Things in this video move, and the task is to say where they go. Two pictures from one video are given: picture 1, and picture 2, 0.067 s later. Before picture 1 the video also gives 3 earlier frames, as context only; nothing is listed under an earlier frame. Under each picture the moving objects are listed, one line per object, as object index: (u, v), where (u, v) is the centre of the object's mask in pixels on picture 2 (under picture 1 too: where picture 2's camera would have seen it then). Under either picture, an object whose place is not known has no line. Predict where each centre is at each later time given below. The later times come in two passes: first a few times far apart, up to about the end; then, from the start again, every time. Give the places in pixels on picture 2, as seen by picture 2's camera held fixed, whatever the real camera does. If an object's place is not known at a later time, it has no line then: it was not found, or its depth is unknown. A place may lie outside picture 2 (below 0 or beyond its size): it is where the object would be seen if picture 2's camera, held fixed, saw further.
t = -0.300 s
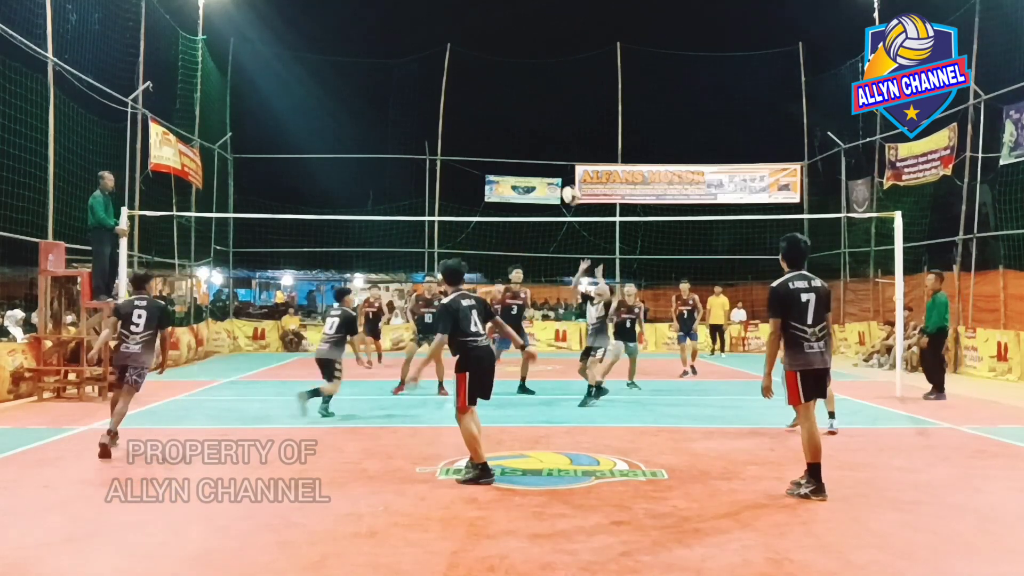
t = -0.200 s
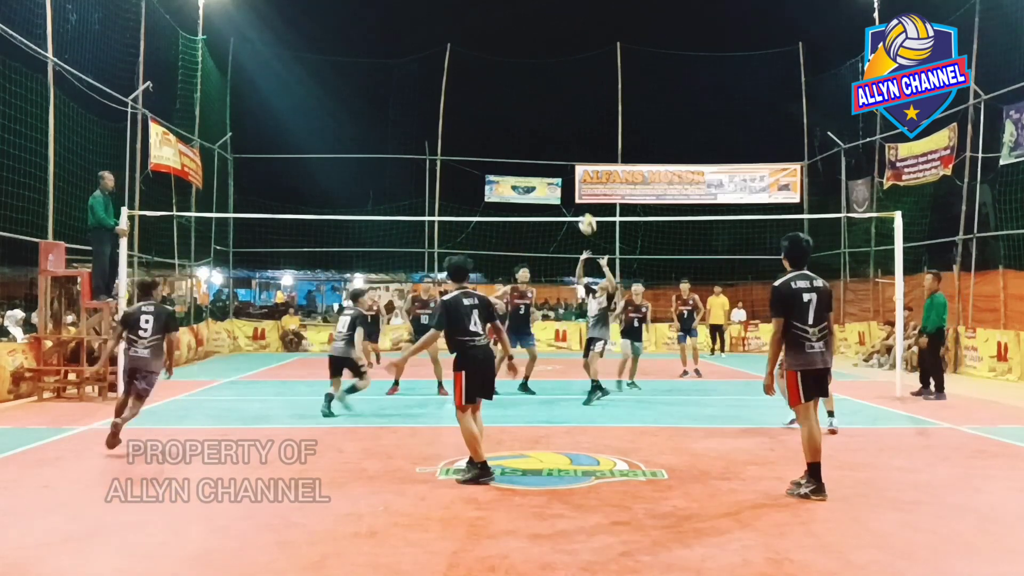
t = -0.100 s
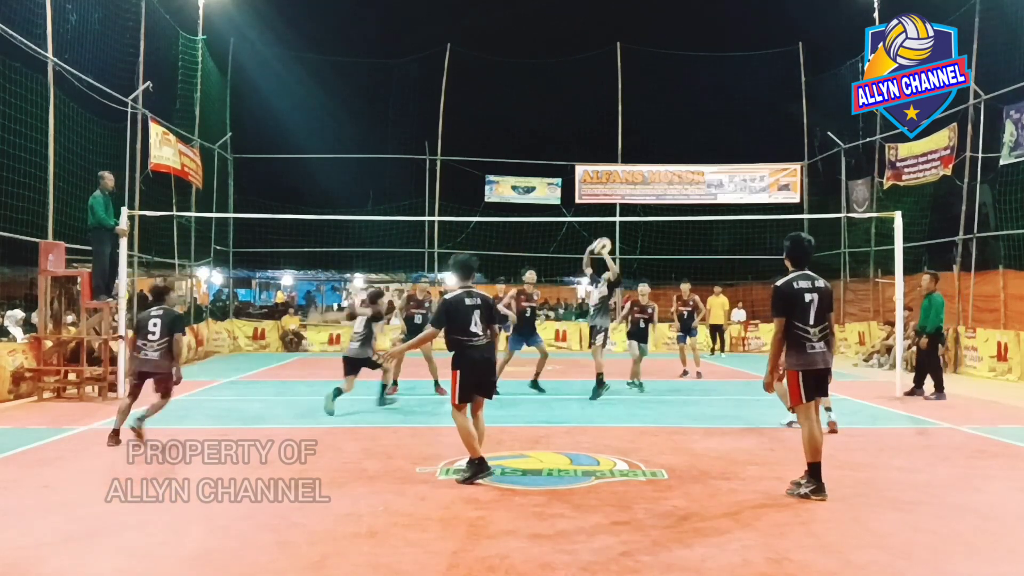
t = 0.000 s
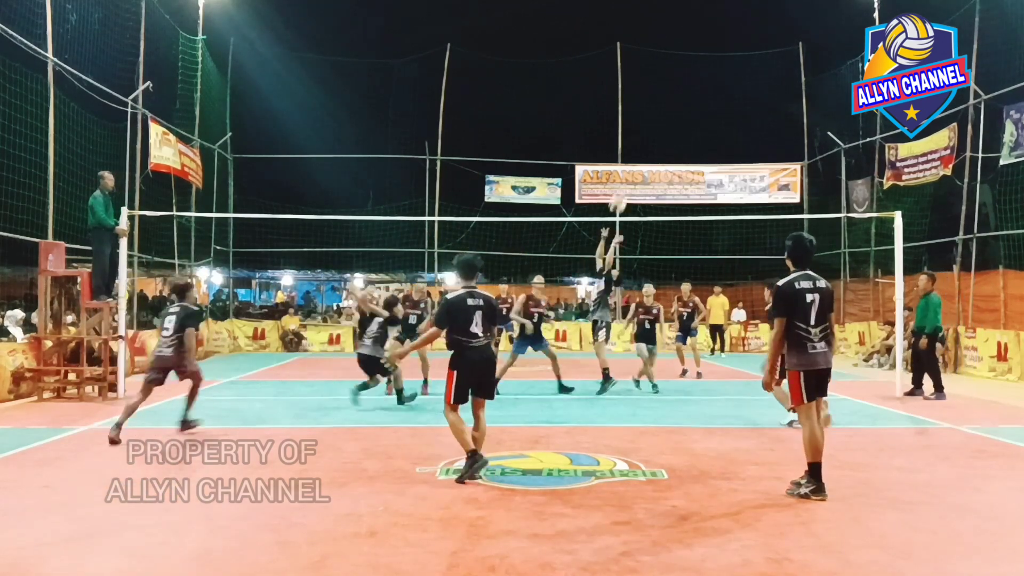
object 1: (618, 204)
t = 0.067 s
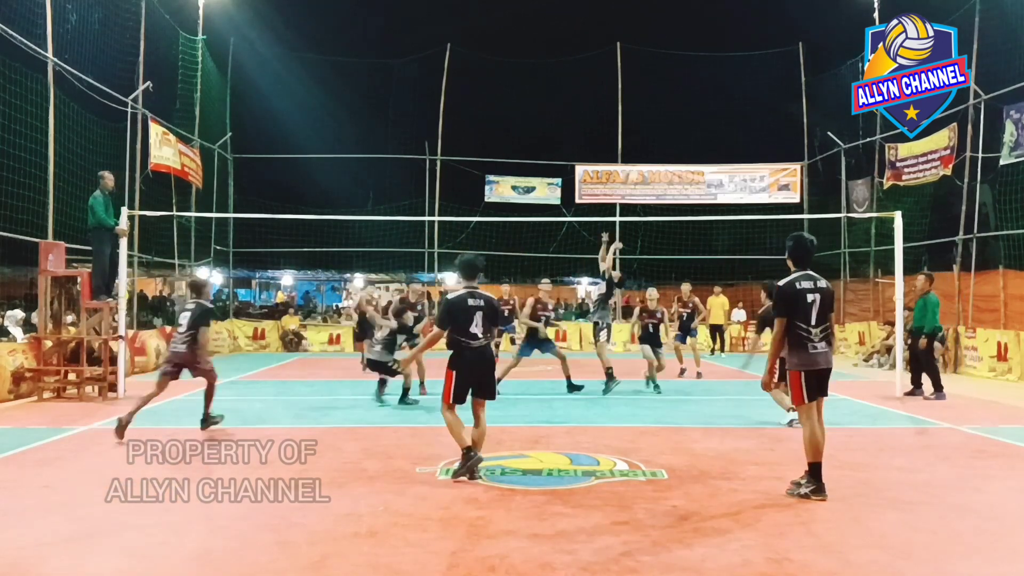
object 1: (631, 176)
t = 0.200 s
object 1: (649, 132)
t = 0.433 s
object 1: (685, 87)
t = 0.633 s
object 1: (717, 80)
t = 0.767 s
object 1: (737, 93)
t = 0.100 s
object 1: (634, 162)
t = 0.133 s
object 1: (639, 152)
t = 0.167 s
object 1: (644, 142)
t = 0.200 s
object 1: (649, 132)
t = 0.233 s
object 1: (654, 123)
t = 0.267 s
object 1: (659, 115)
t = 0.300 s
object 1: (665, 107)
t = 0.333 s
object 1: (670, 101)
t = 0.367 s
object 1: (675, 95)
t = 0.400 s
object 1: (680, 90)
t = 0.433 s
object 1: (685, 87)
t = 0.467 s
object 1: (691, 84)
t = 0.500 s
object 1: (696, 81)
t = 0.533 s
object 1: (701, 80)
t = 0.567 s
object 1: (706, 79)
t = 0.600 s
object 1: (711, 79)
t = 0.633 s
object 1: (717, 80)
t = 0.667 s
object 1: (722, 82)
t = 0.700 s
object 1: (727, 85)
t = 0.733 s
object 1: (732, 89)
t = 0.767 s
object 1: (737, 93)
